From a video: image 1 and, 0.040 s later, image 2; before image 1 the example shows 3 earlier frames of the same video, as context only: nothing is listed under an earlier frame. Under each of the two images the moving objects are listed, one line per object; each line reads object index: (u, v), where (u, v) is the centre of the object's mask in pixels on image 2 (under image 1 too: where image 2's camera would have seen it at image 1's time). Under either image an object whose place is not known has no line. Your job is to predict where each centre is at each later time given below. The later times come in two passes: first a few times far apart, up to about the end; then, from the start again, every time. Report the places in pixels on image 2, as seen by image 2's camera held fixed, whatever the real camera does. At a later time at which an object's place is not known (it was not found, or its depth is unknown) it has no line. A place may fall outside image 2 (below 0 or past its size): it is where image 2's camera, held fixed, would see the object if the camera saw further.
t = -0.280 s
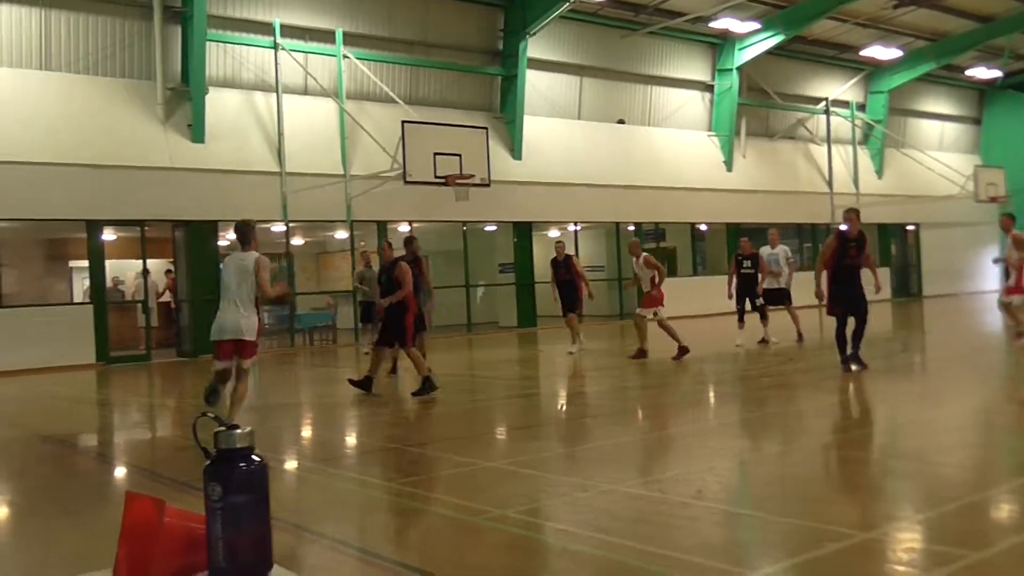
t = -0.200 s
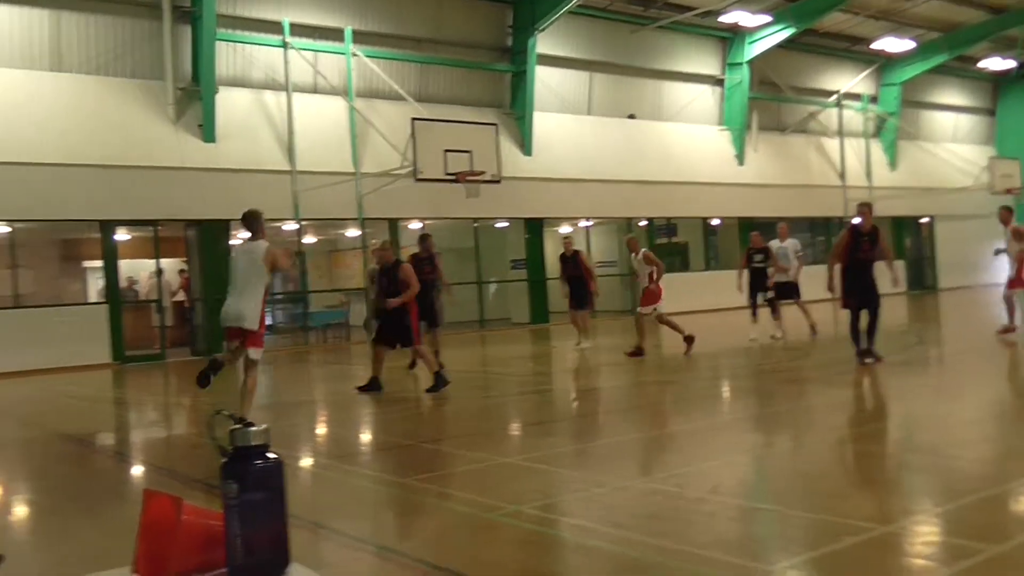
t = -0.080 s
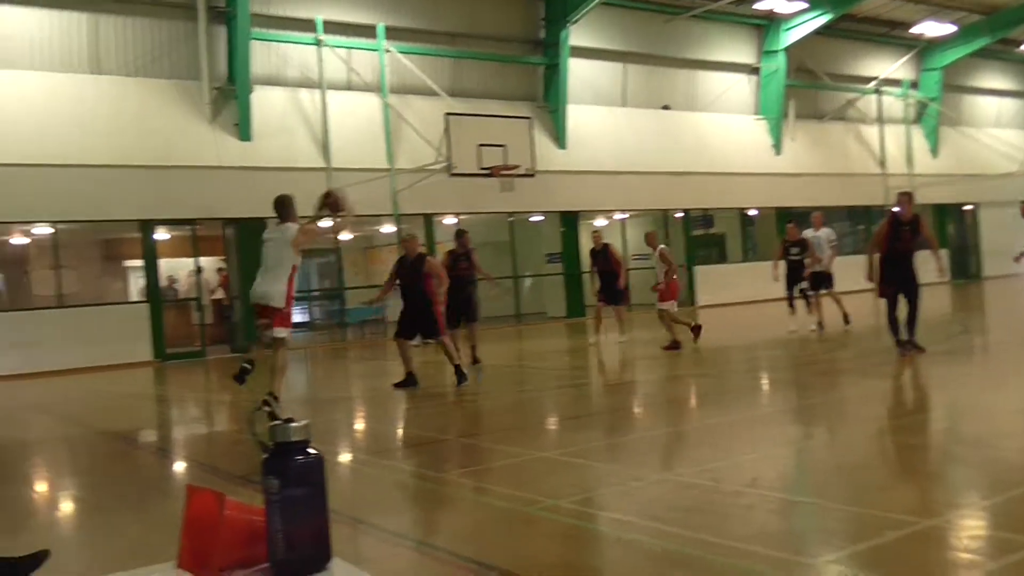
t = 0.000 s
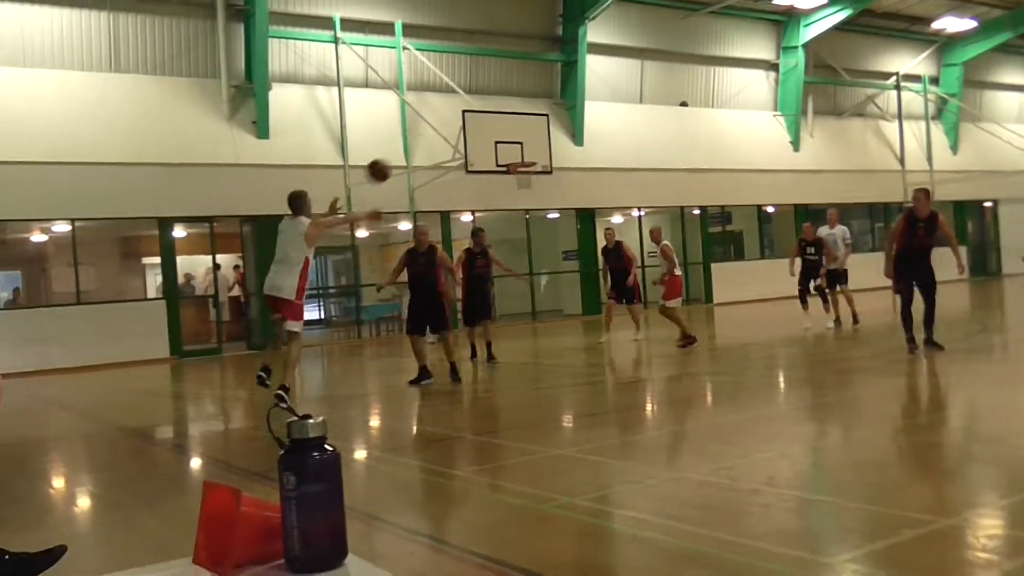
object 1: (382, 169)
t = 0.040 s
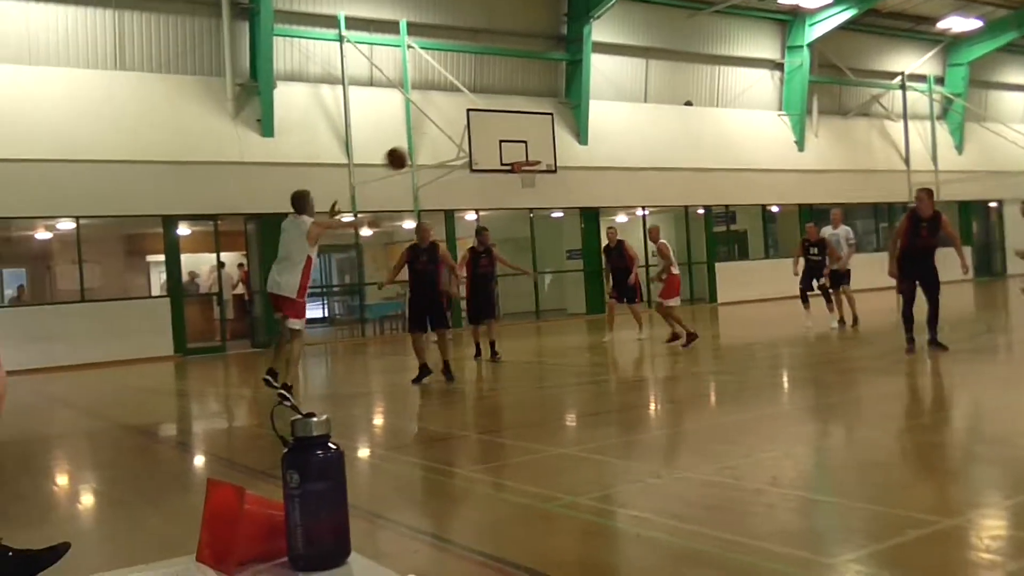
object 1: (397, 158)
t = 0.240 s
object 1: (460, 131)
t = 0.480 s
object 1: (520, 145)
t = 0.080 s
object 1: (410, 149)
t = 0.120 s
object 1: (424, 142)
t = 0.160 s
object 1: (437, 136)
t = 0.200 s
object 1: (448, 133)
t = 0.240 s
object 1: (460, 131)
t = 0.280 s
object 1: (472, 130)
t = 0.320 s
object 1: (482, 130)
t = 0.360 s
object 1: (493, 132)
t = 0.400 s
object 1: (503, 136)
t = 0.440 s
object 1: (512, 140)
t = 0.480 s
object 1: (520, 145)
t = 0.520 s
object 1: (529, 151)
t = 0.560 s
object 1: (538, 159)
